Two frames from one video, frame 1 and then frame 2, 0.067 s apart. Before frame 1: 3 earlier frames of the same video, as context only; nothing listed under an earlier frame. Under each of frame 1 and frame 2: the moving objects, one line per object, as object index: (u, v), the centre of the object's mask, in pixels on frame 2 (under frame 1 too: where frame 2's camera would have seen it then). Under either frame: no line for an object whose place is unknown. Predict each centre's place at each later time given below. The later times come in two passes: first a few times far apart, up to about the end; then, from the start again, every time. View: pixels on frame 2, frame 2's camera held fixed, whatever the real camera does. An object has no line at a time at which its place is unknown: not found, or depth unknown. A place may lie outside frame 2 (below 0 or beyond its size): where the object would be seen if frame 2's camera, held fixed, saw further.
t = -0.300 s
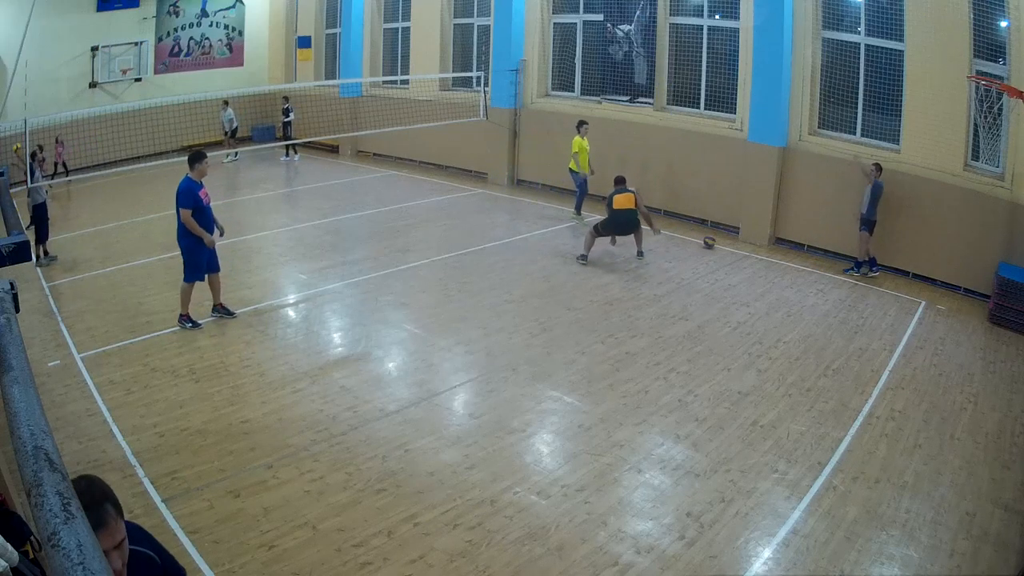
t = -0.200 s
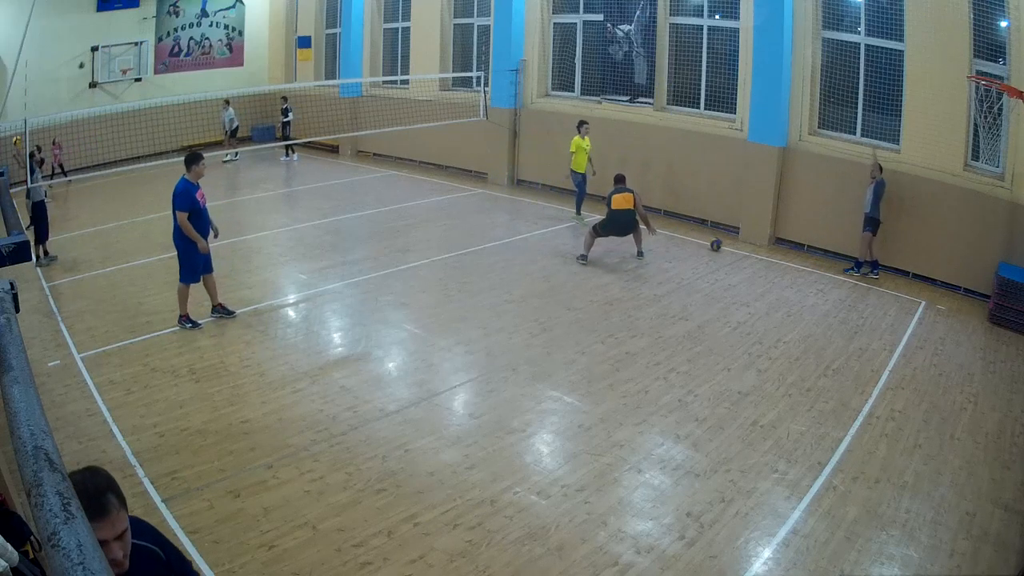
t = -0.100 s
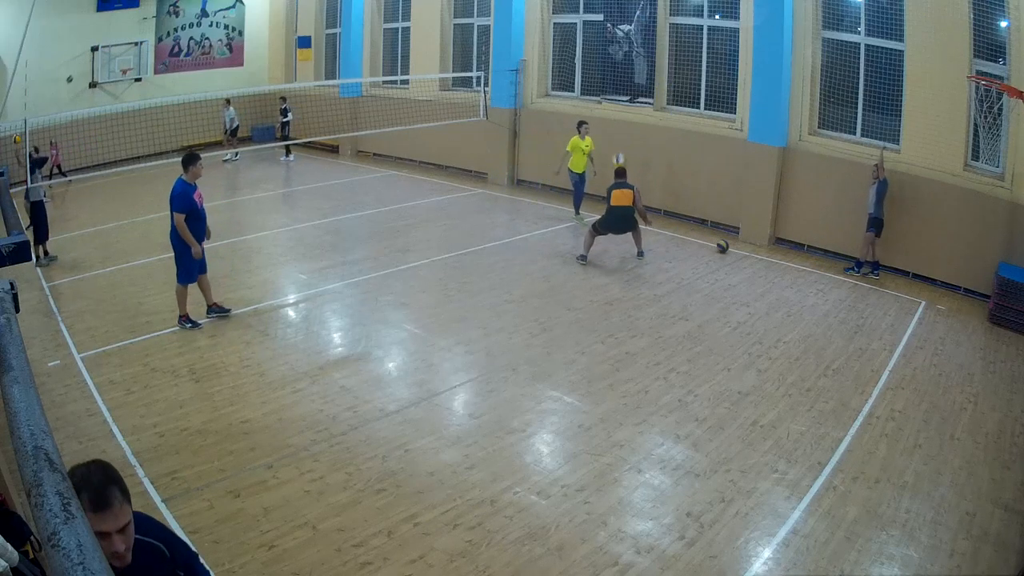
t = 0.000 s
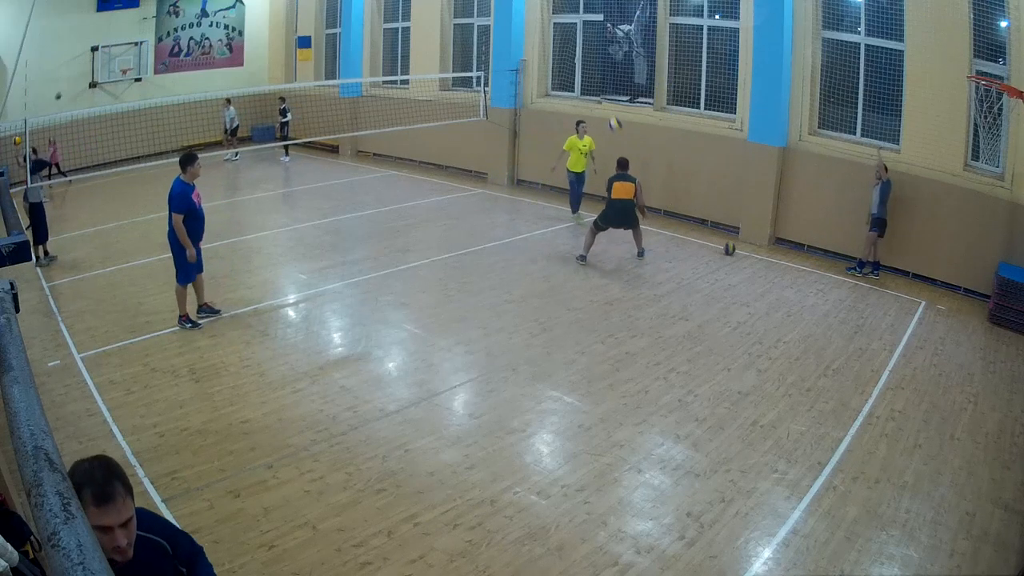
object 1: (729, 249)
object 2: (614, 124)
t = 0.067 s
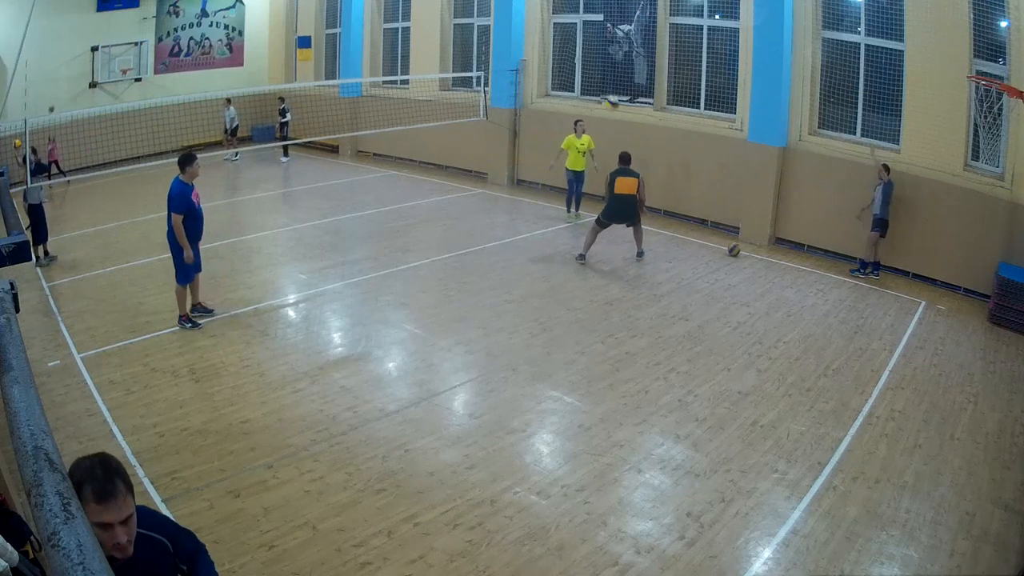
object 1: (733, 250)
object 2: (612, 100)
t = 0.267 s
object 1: (747, 254)
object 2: (602, 57)
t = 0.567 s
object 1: (767, 260)
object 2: (586, 37)
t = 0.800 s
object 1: (783, 264)
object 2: (572, 60)
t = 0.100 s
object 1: (735, 250)
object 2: (610, 92)
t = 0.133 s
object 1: (738, 251)
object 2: (607, 83)
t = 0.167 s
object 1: (740, 251)
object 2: (606, 76)
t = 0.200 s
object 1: (742, 252)
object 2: (605, 70)
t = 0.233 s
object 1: (744, 253)
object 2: (604, 63)
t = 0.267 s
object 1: (747, 254)
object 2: (602, 57)
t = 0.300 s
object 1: (749, 254)
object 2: (600, 52)
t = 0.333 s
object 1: (752, 255)
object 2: (598, 48)
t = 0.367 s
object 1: (754, 256)
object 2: (597, 44)
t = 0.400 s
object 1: (756, 256)
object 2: (595, 41)
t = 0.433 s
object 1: (758, 257)
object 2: (593, 39)
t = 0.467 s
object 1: (761, 257)
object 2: (591, 38)
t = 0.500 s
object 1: (762, 258)
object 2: (589, 37)
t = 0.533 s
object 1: (765, 259)
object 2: (587, 37)
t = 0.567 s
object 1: (767, 260)
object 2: (586, 37)
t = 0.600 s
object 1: (769, 260)
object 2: (584, 39)
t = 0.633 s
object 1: (771, 261)
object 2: (582, 41)
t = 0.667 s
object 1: (773, 261)
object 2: (579, 44)
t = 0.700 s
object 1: (775, 262)
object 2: (577, 47)
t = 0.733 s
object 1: (778, 262)
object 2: (576, 50)
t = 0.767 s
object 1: (780, 263)
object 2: (574, 55)
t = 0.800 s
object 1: (783, 264)
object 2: (572, 60)
